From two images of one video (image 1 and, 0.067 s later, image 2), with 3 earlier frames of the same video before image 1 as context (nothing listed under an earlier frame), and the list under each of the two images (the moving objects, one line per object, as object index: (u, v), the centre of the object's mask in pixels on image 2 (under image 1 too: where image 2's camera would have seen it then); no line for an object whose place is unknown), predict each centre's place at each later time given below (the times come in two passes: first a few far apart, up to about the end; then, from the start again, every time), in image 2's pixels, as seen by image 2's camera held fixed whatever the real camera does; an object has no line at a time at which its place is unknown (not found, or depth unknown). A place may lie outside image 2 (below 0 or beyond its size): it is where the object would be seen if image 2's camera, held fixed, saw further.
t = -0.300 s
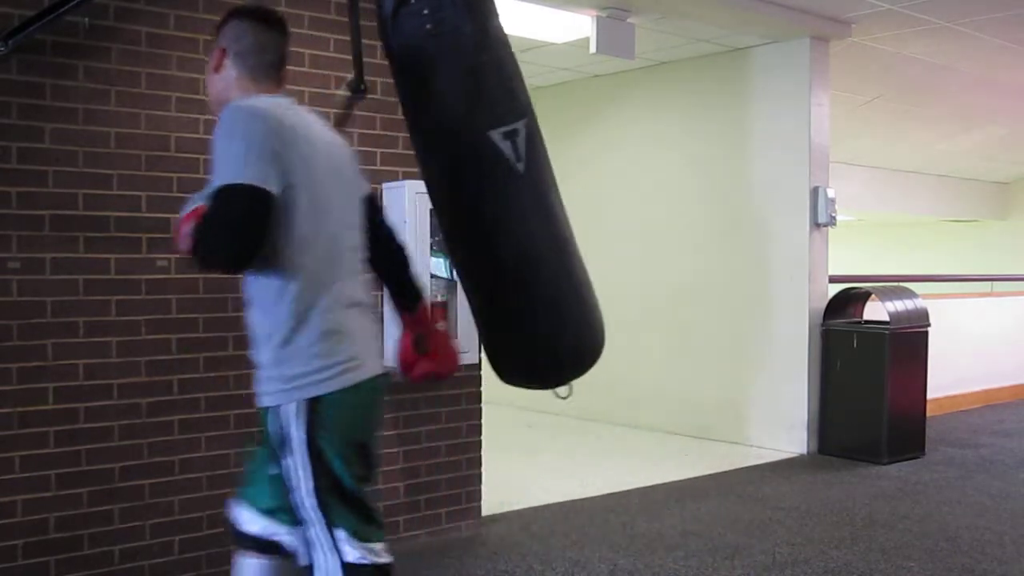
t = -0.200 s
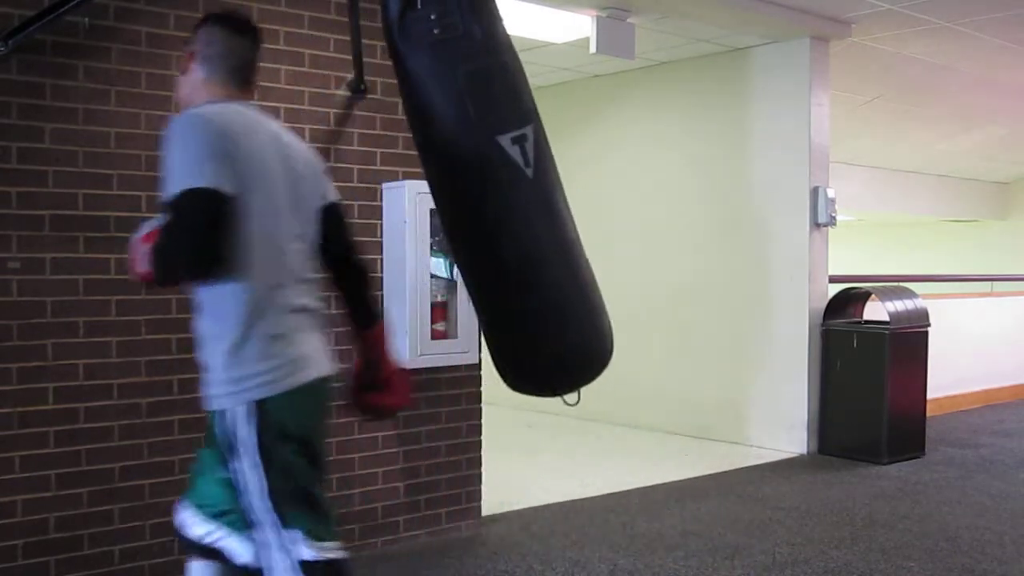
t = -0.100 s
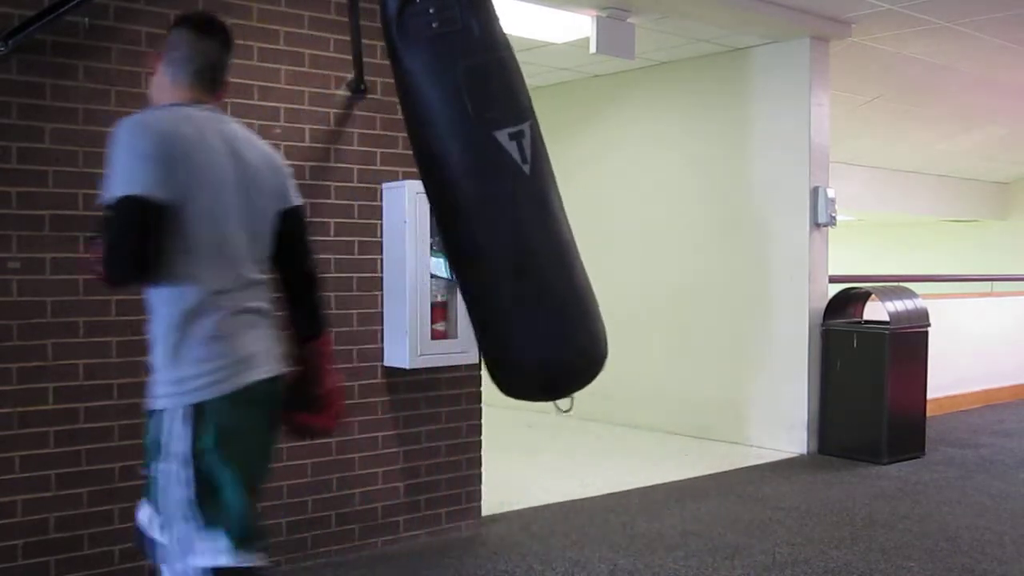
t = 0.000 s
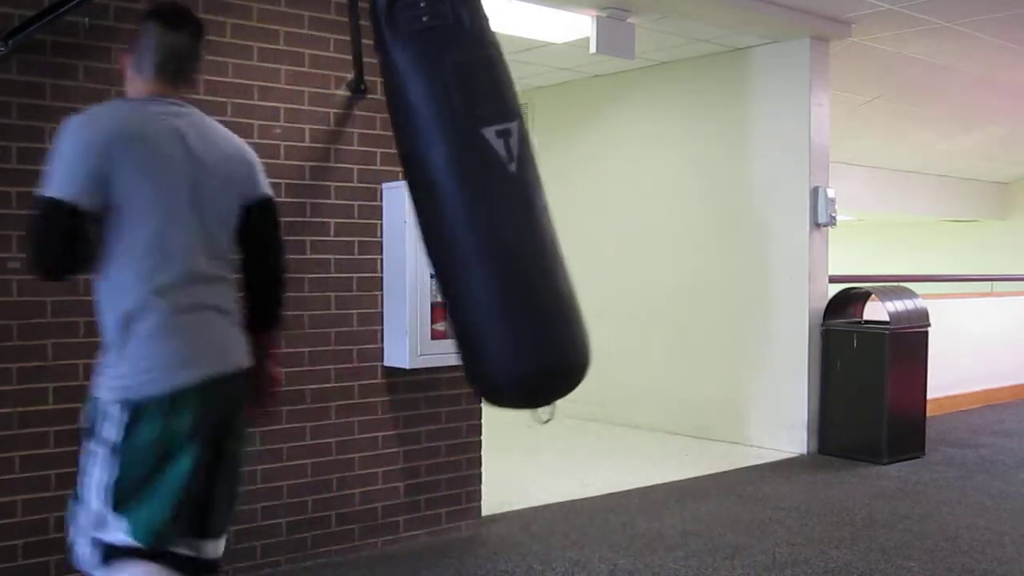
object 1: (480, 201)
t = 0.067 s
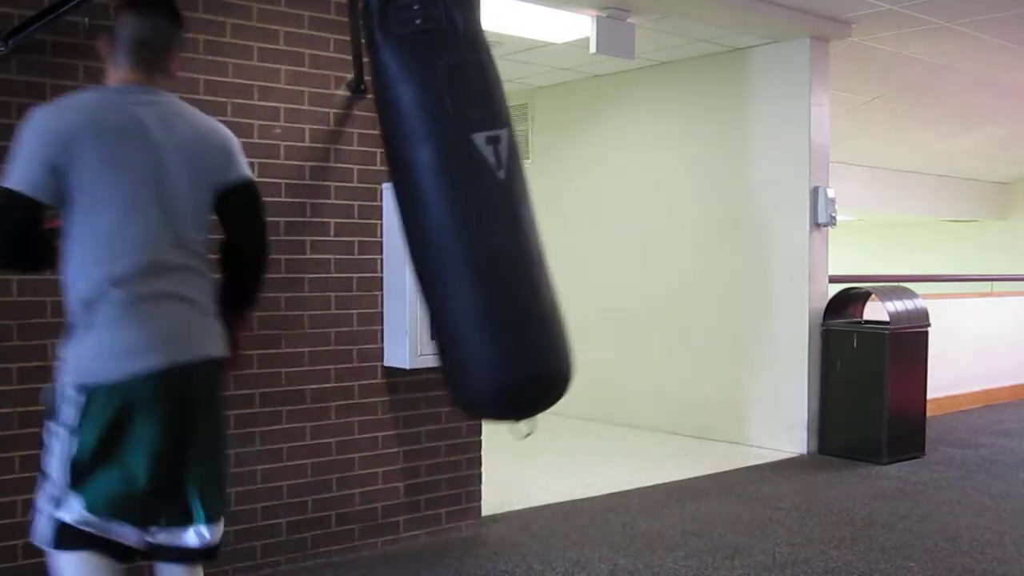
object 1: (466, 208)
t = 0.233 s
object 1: (417, 219)
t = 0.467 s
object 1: (320, 228)
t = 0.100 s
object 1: (459, 213)
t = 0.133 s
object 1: (449, 213)
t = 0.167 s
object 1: (440, 218)
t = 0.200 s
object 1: (429, 220)
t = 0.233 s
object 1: (417, 219)
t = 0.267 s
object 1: (404, 221)
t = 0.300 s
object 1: (389, 222)
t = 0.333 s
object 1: (376, 224)
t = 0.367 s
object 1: (362, 225)
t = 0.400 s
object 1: (347, 227)
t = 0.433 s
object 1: (333, 227)
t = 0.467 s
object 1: (320, 228)
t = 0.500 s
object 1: (306, 228)
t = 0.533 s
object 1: (293, 225)
